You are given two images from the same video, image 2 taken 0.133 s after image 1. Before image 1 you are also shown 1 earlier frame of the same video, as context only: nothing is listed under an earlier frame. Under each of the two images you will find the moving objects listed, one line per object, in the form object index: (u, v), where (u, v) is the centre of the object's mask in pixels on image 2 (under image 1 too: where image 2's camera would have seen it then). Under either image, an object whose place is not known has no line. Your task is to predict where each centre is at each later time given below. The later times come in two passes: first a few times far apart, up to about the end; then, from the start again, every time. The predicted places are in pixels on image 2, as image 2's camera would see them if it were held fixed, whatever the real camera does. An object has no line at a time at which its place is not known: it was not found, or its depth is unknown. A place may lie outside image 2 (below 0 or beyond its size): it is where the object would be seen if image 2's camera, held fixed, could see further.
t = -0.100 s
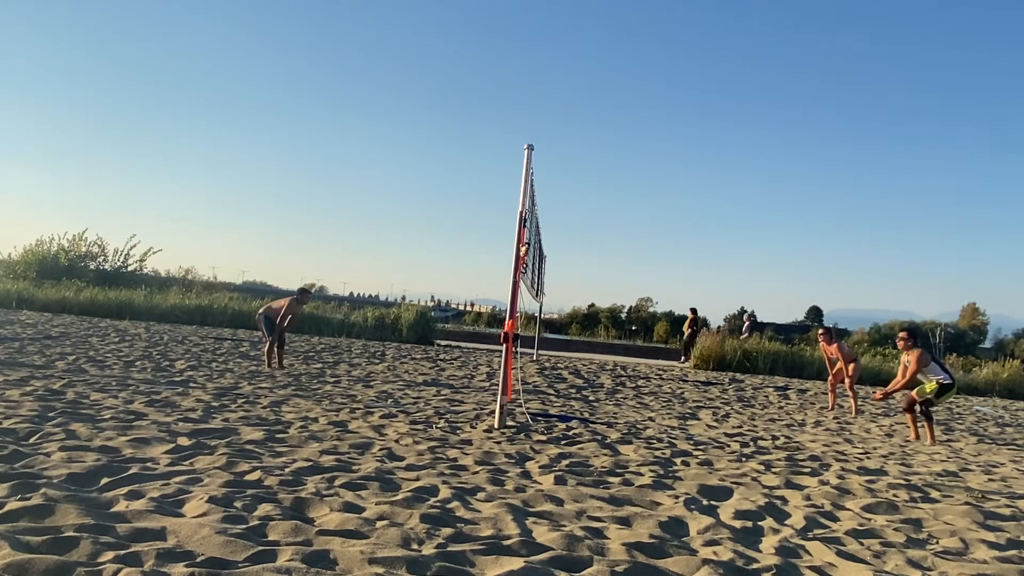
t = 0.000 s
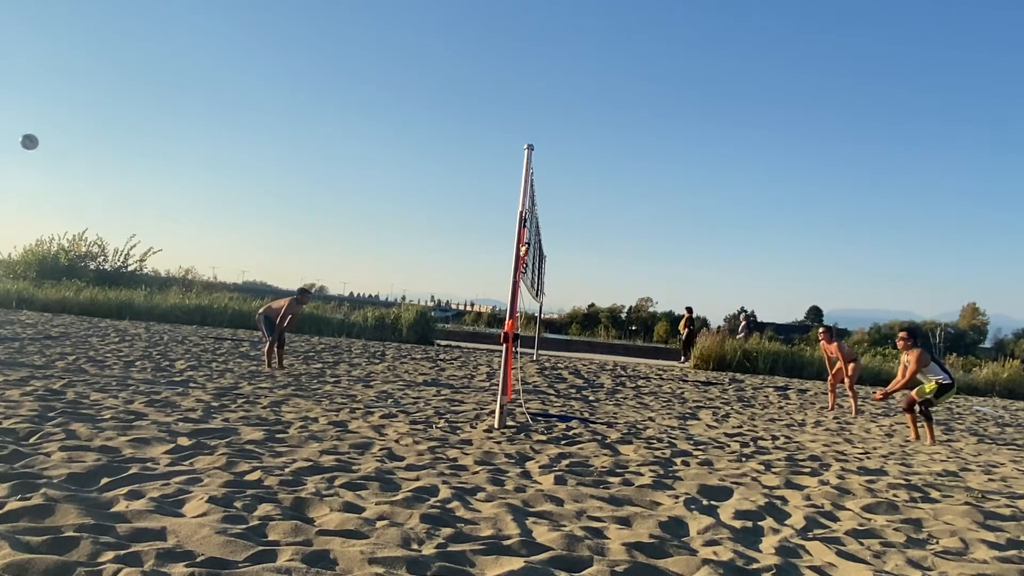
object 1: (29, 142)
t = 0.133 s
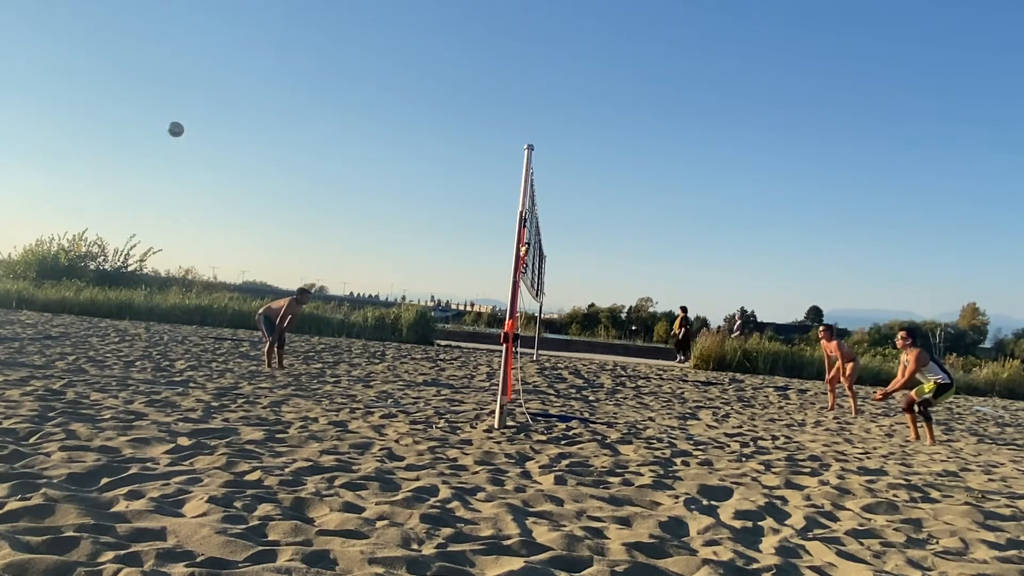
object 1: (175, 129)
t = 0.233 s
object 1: (272, 129)
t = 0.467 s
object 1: (463, 153)
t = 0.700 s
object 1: (614, 202)
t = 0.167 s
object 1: (209, 128)
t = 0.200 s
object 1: (241, 128)
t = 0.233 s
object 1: (272, 129)
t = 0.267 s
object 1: (302, 130)
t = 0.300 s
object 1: (332, 133)
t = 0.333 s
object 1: (360, 136)
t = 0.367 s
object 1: (386, 139)
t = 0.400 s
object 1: (413, 143)
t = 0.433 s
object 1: (438, 147)
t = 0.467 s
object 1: (463, 153)
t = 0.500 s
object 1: (487, 158)
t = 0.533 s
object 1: (509, 164)
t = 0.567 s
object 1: (535, 171)
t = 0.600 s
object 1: (553, 178)
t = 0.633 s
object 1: (574, 186)
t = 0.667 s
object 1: (595, 193)
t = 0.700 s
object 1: (614, 202)
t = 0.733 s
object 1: (633, 211)
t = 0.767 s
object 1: (652, 220)
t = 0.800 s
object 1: (670, 230)
